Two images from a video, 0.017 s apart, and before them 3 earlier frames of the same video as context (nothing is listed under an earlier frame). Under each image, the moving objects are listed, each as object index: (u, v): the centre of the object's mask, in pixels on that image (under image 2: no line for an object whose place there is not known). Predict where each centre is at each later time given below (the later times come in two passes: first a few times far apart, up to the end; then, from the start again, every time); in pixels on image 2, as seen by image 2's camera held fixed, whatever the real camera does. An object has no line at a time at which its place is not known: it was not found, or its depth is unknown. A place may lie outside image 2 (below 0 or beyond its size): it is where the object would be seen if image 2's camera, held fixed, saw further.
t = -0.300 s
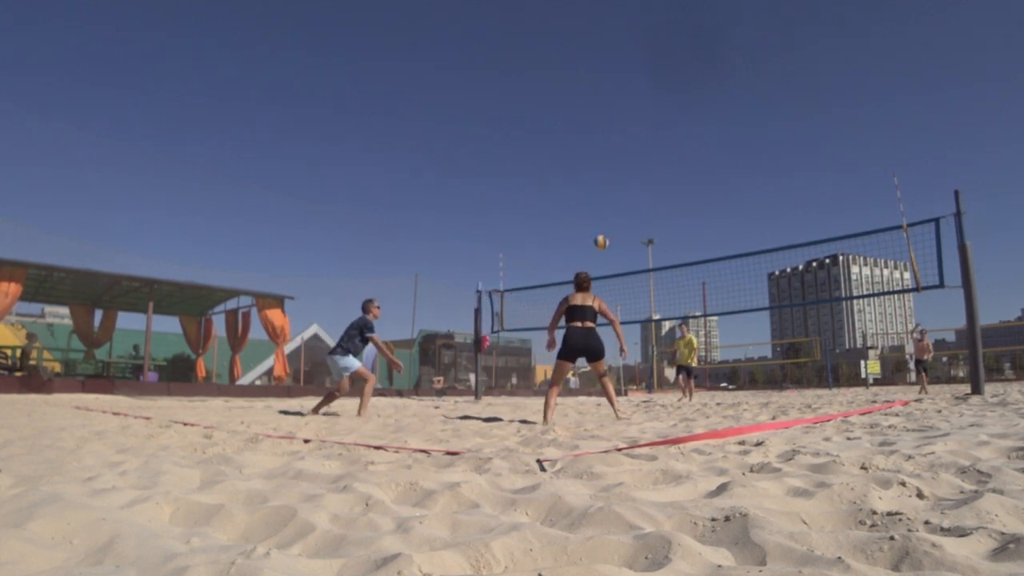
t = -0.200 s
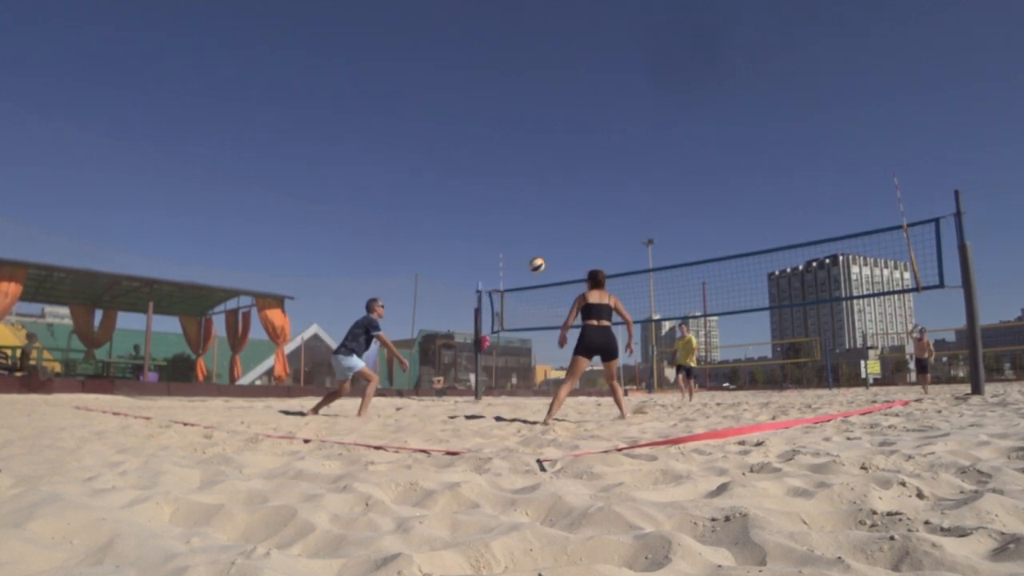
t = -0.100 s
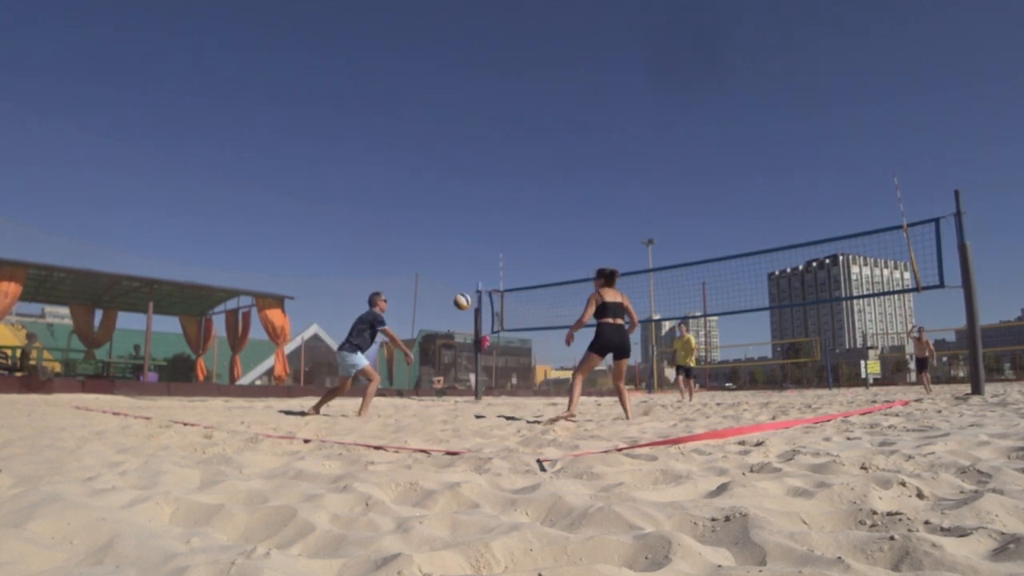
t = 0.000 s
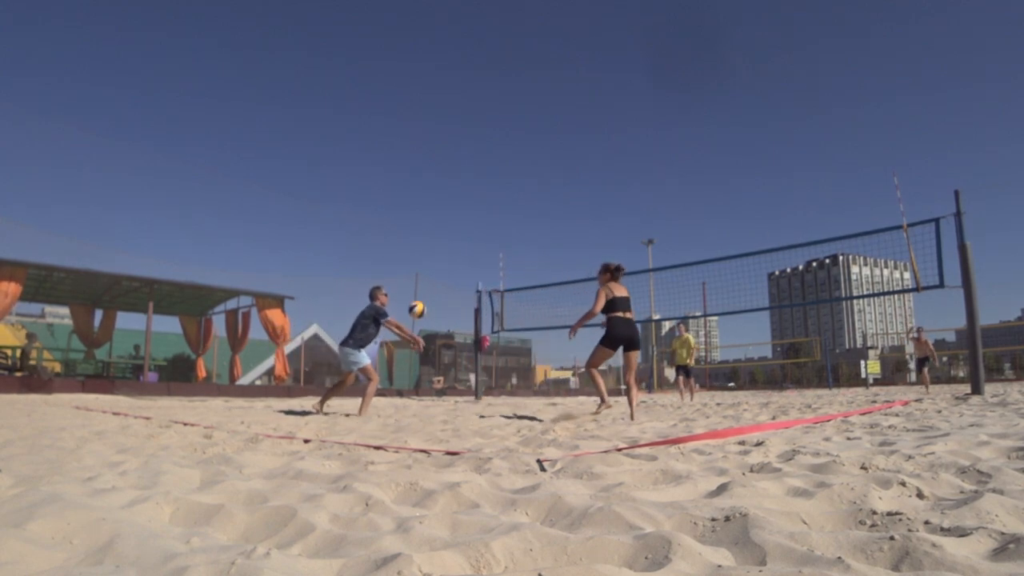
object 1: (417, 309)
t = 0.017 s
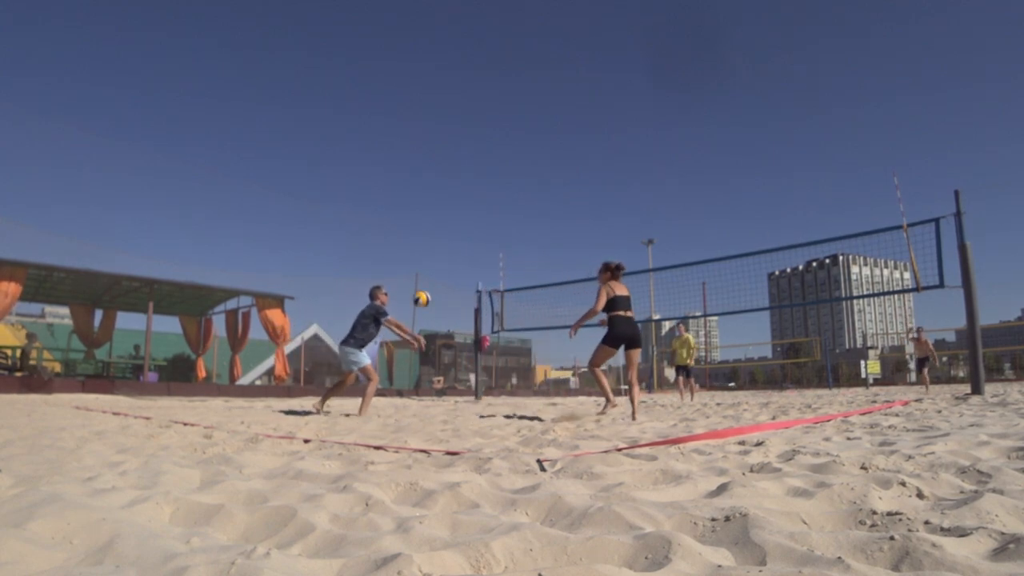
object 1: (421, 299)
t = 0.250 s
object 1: (477, 179)
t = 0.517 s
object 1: (535, 103)
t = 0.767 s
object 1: (587, 79)
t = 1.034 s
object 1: (644, 98)
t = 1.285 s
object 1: (701, 160)
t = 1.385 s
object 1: (724, 196)
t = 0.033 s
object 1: (425, 288)
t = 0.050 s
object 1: (429, 278)
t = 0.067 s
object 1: (434, 268)
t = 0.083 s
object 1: (438, 259)
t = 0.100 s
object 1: (442, 250)
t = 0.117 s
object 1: (446, 241)
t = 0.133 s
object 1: (450, 233)
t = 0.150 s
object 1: (454, 224)
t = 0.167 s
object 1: (458, 216)
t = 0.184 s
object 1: (462, 208)
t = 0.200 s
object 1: (466, 200)
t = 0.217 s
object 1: (469, 193)
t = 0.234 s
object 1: (474, 186)
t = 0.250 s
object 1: (477, 179)
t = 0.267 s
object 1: (481, 173)
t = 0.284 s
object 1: (485, 167)
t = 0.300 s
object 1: (488, 161)
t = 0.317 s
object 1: (492, 156)
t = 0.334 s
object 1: (496, 150)
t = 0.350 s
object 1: (499, 144)
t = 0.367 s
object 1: (503, 139)
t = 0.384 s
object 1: (507, 135)
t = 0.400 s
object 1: (510, 130)
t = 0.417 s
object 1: (514, 125)
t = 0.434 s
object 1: (518, 121)
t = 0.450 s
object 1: (521, 117)
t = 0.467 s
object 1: (524, 113)
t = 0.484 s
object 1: (528, 110)
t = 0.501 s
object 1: (532, 106)
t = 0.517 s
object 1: (535, 103)
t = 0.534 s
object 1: (538, 101)
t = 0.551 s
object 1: (542, 97)
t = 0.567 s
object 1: (545, 95)
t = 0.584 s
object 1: (549, 93)
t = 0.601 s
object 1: (553, 90)
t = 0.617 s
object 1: (556, 88)
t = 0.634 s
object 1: (559, 87)
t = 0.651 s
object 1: (563, 85)
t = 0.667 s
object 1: (566, 83)
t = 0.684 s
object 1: (570, 82)
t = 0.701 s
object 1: (573, 81)
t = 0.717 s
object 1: (576, 80)
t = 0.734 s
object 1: (580, 80)
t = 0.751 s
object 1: (583, 80)
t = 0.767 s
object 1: (587, 79)
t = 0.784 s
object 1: (591, 79)
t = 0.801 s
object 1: (595, 79)
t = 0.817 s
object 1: (598, 79)
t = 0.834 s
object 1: (601, 79)
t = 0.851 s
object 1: (605, 80)
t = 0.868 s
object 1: (608, 81)
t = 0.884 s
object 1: (612, 81)
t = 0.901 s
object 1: (615, 83)
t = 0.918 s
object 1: (619, 84)
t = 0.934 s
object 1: (623, 86)
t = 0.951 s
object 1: (626, 88)
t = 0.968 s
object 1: (629, 89)
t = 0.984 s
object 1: (634, 91)
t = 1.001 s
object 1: (637, 93)
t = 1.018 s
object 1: (641, 96)
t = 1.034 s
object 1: (644, 98)
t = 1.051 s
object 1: (648, 101)
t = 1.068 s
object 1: (652, 104)
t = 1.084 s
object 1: (655, 107)
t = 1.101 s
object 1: (659, 111)
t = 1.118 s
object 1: (663, 114)
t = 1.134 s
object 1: (667, 117)
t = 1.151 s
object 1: (670, 122)
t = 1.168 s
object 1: (673, 127)
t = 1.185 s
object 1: (678, 130)
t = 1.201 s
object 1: (682, 134)
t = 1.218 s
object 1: (685, 139)
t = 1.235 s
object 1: (689, 144)
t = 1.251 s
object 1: (693, 149)
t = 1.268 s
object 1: (697, 155)
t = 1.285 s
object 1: (701, 160)
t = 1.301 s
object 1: (705, 165)
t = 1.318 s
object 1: (709, 171)
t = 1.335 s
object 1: (713, 177)
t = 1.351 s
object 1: (716, 183)
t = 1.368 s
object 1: (720, 191)
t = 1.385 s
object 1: (724, 196)
